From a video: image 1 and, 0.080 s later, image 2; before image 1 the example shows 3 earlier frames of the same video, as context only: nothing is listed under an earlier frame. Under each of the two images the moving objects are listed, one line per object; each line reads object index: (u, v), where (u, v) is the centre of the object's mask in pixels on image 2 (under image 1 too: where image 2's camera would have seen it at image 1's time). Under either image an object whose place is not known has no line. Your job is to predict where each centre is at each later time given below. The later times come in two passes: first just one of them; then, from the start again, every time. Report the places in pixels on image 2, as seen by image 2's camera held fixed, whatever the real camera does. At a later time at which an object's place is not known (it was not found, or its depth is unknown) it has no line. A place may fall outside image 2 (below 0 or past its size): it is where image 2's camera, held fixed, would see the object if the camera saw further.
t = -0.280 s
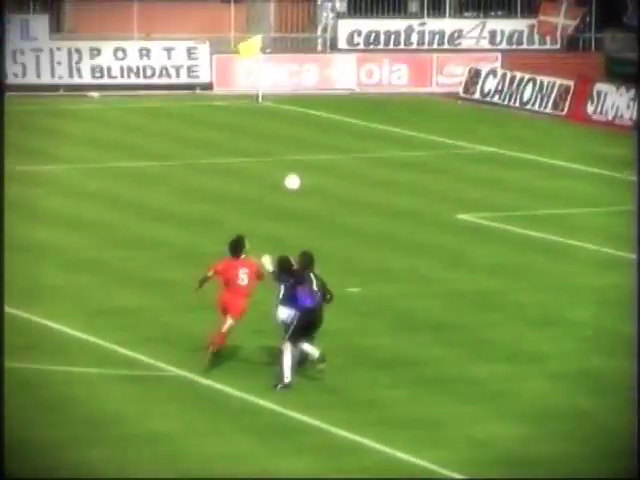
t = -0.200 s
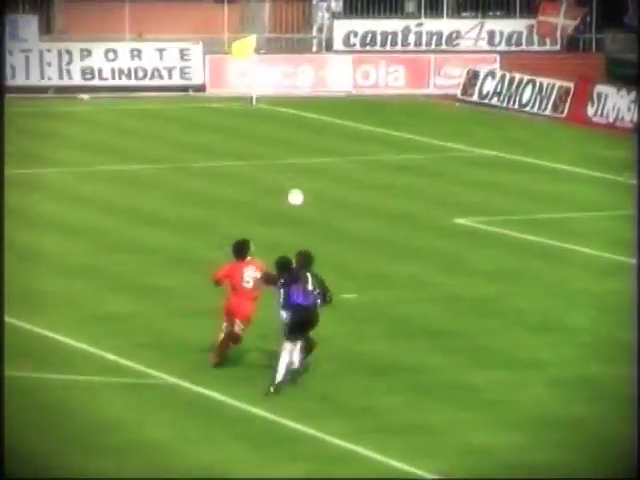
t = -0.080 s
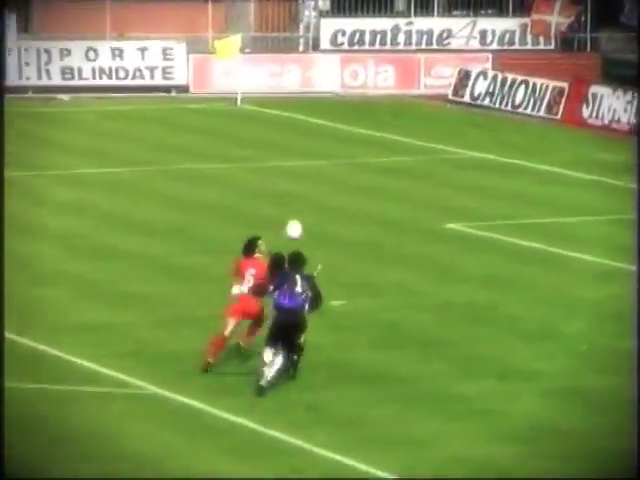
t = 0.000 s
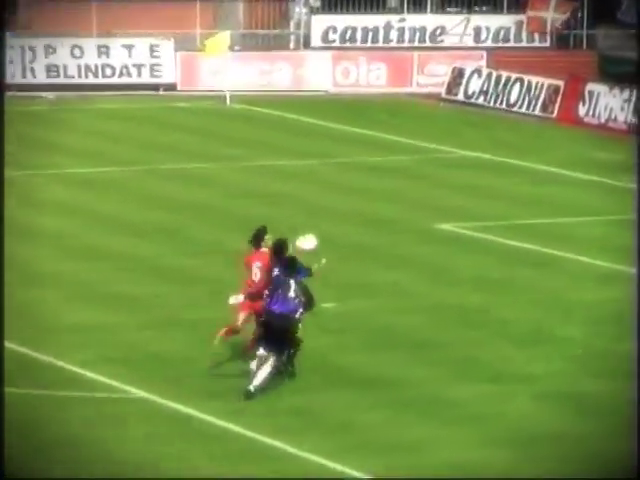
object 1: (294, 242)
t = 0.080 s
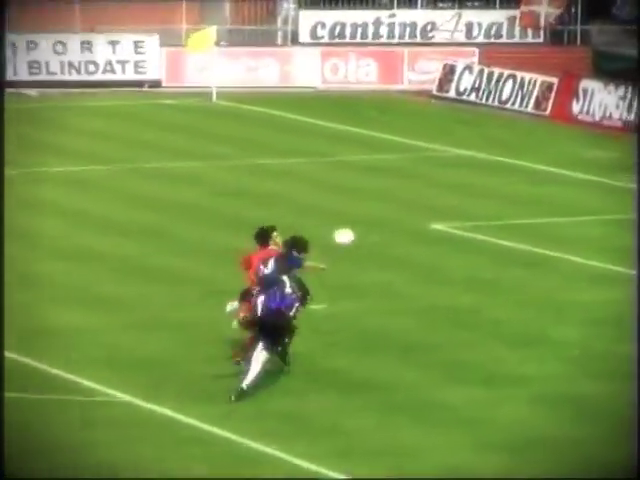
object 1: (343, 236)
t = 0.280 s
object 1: (461, 247)
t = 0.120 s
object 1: (367, 235)
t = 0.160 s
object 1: (391, 236)
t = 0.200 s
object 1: (414, 238)
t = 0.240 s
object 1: (437, 241)
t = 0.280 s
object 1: (461, 247)
